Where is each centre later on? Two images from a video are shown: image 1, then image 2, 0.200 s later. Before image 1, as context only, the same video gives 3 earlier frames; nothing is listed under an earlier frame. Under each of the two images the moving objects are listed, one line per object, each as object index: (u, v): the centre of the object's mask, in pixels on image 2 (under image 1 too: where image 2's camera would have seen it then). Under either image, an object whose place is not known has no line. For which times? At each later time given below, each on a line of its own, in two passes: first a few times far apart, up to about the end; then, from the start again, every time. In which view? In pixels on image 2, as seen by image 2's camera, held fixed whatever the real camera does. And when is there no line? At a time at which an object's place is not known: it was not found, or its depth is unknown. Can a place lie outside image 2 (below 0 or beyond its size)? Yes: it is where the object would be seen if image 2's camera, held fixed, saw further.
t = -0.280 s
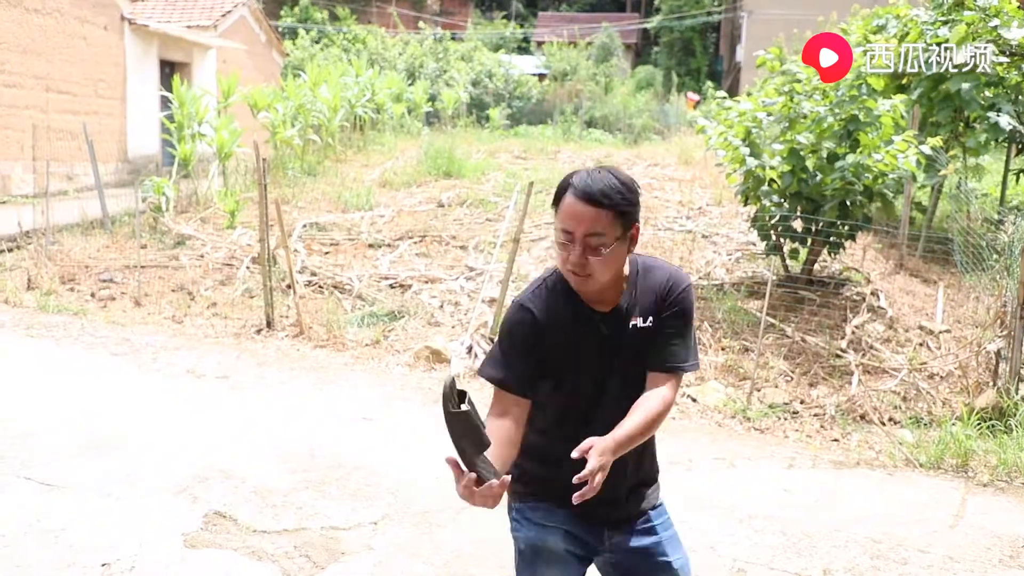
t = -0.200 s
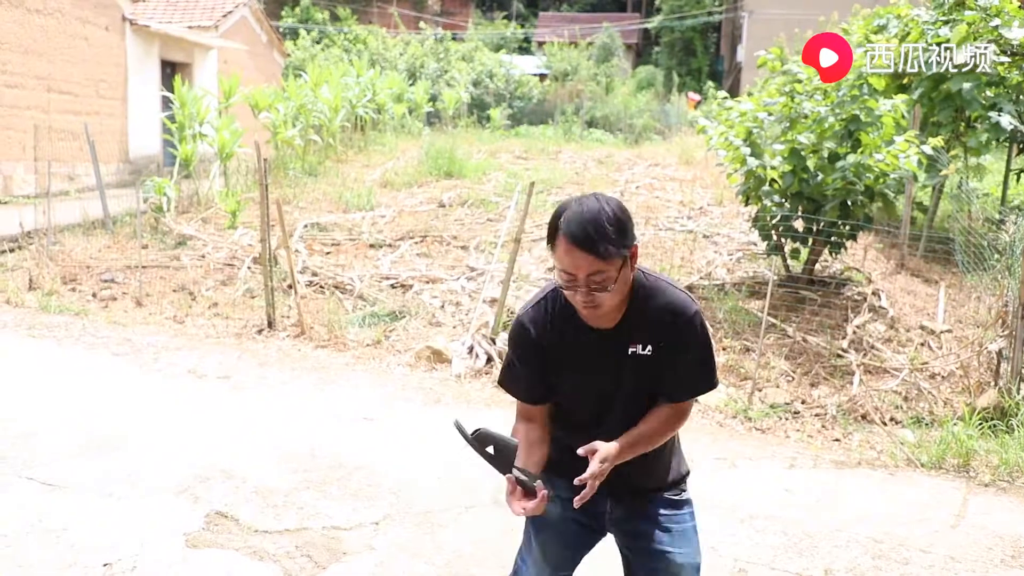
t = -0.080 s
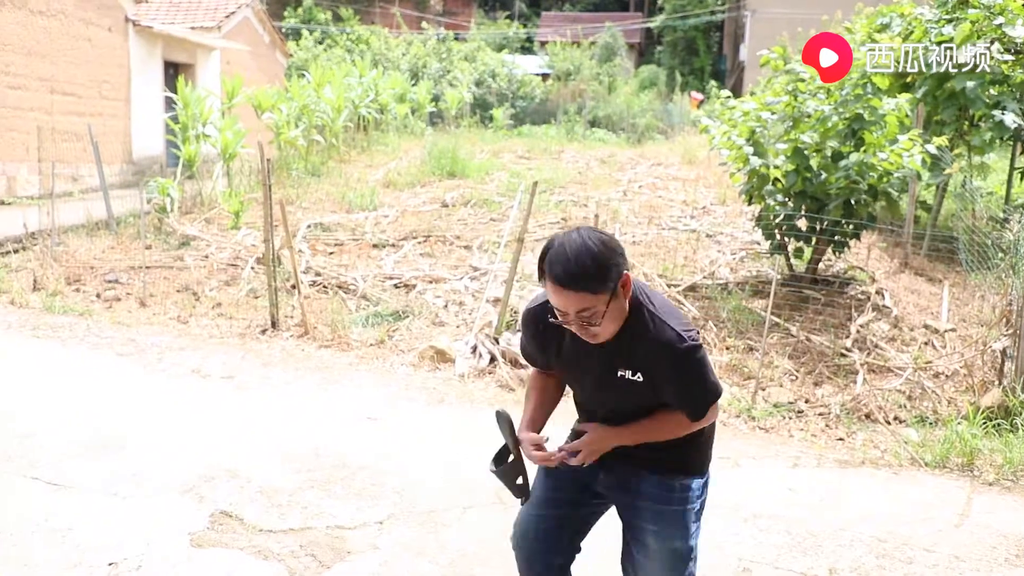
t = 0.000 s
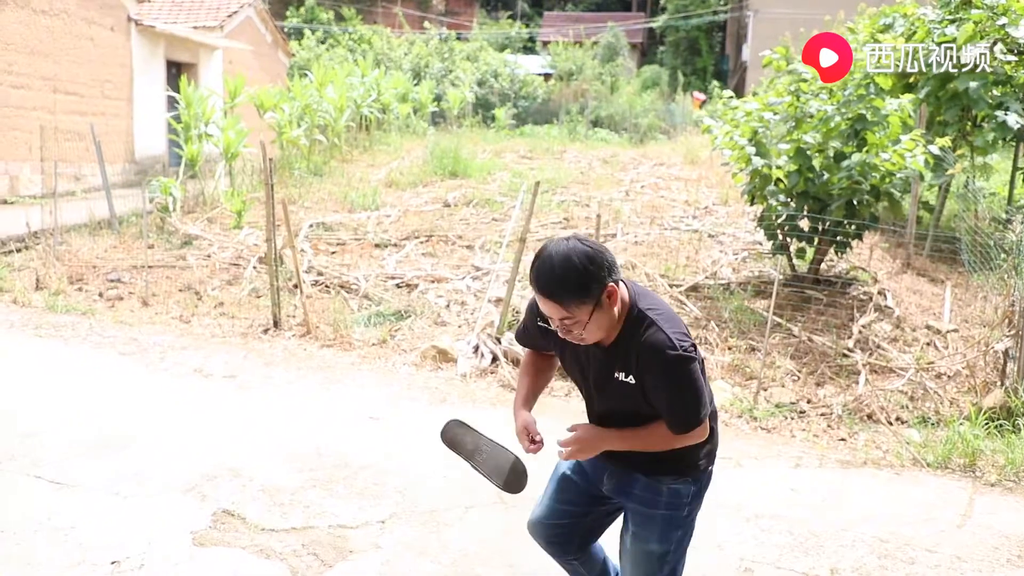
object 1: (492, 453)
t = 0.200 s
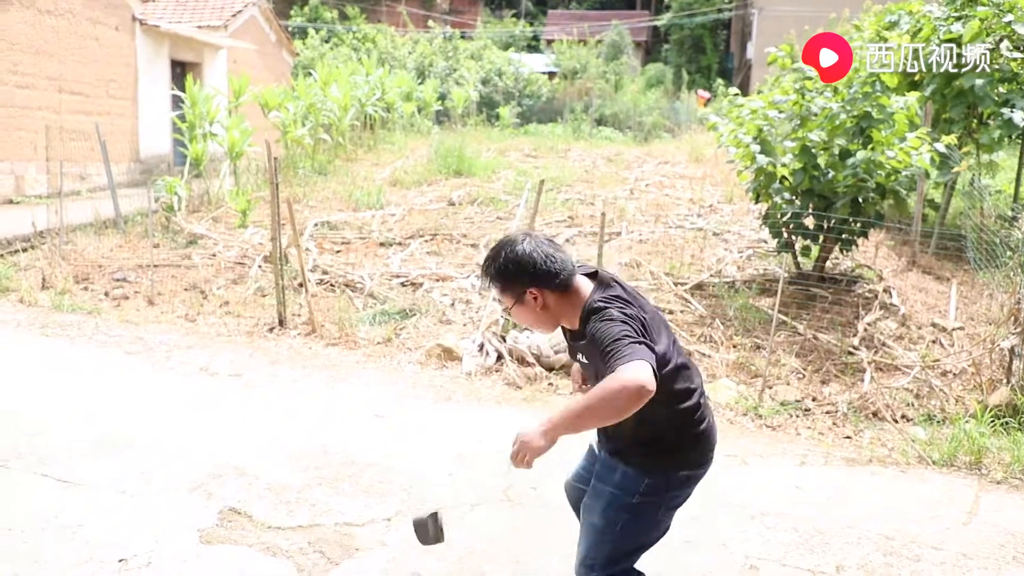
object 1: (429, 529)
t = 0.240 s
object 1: (418, 560)
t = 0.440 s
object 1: (378, 553)
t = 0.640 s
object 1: (348, 570)
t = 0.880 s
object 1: (346, 578)
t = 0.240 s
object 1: (418, 560)
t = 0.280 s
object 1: (412, 563)
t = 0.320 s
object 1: (404, 551)
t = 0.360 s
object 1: (396, 548)
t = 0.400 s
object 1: (387, 547)
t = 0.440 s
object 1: (378, 553)
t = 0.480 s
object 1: (369, 563)
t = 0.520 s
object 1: (364, 572)
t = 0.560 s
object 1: (360, 573)
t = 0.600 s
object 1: (353, 569)
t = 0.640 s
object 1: (348, 570)
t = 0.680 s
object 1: (344, 573)
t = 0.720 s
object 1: (341, 576)
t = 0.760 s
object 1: (341, 579)
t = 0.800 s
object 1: (343, 578)
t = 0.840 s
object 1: (345, 577)
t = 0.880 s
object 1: (346, 578)
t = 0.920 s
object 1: (347, 578)
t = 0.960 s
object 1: (346, 579)
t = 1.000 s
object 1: (346, 581)
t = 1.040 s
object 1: (346, 582)
